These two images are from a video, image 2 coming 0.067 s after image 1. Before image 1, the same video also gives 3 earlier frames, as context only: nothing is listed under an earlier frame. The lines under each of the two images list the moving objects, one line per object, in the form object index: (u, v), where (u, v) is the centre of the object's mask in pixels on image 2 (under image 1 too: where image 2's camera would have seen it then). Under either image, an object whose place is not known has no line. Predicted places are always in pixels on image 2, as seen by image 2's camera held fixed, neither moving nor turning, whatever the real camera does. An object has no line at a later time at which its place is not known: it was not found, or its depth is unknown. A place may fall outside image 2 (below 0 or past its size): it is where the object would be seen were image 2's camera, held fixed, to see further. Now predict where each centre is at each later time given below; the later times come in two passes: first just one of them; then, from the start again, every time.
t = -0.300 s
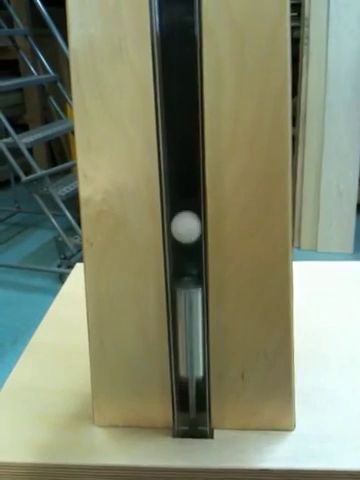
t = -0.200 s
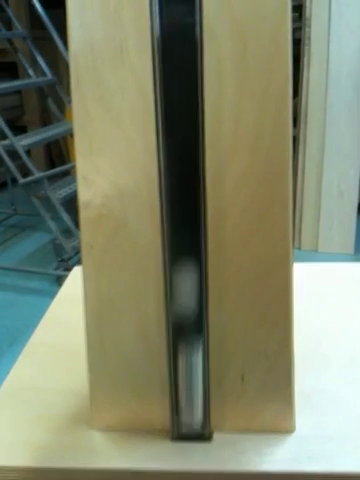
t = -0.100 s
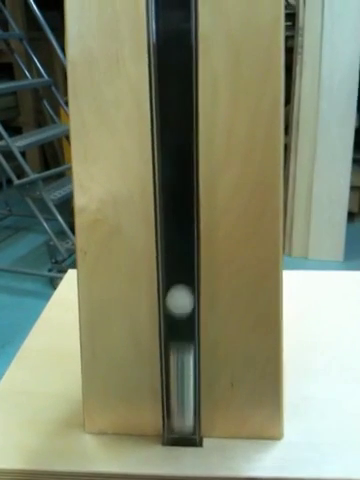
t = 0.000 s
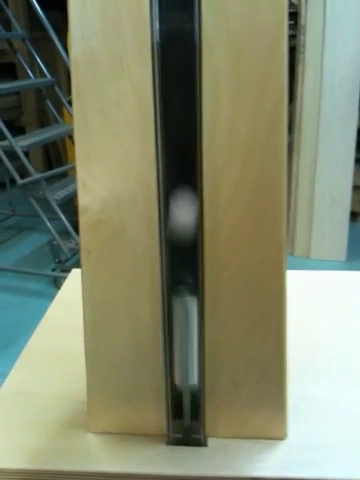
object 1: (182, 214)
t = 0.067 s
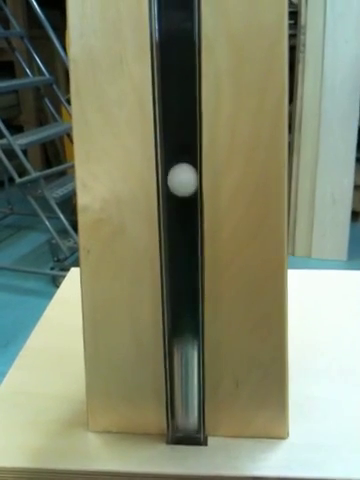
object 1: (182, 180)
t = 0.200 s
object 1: (183, 281)
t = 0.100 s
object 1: (182, 192)
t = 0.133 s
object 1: (182, 222)
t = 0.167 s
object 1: (183, 266)
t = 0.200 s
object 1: (183, 281)
